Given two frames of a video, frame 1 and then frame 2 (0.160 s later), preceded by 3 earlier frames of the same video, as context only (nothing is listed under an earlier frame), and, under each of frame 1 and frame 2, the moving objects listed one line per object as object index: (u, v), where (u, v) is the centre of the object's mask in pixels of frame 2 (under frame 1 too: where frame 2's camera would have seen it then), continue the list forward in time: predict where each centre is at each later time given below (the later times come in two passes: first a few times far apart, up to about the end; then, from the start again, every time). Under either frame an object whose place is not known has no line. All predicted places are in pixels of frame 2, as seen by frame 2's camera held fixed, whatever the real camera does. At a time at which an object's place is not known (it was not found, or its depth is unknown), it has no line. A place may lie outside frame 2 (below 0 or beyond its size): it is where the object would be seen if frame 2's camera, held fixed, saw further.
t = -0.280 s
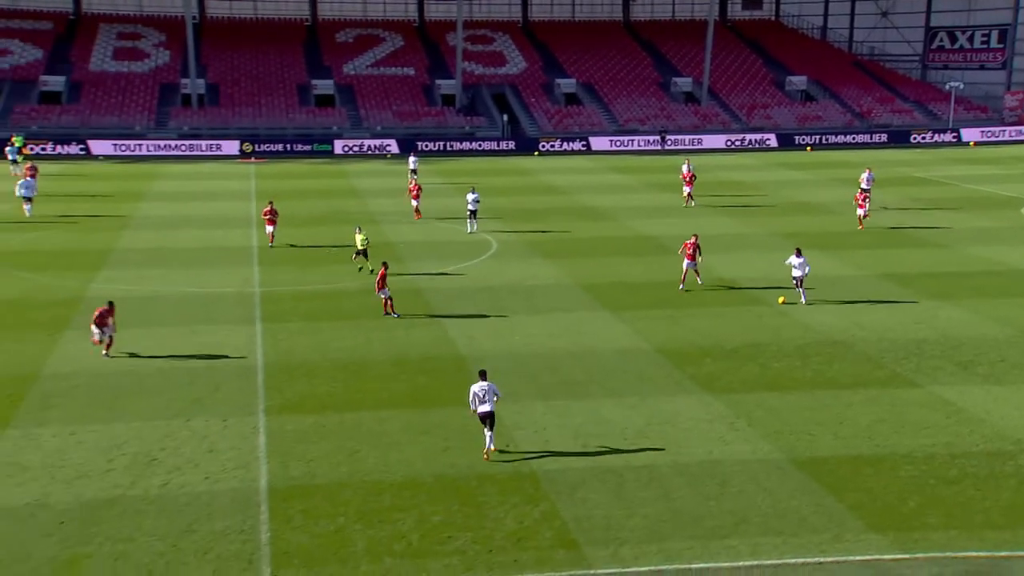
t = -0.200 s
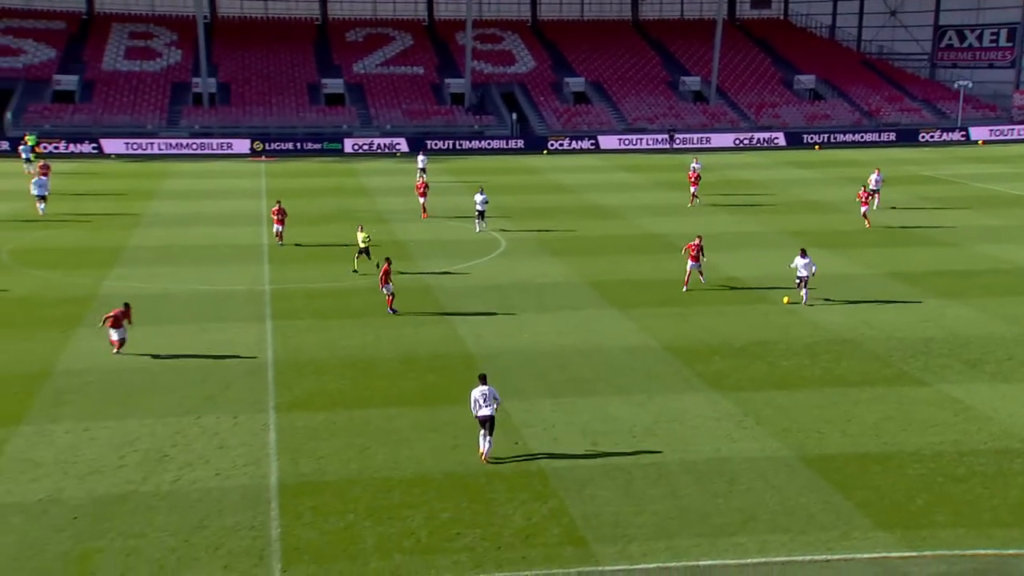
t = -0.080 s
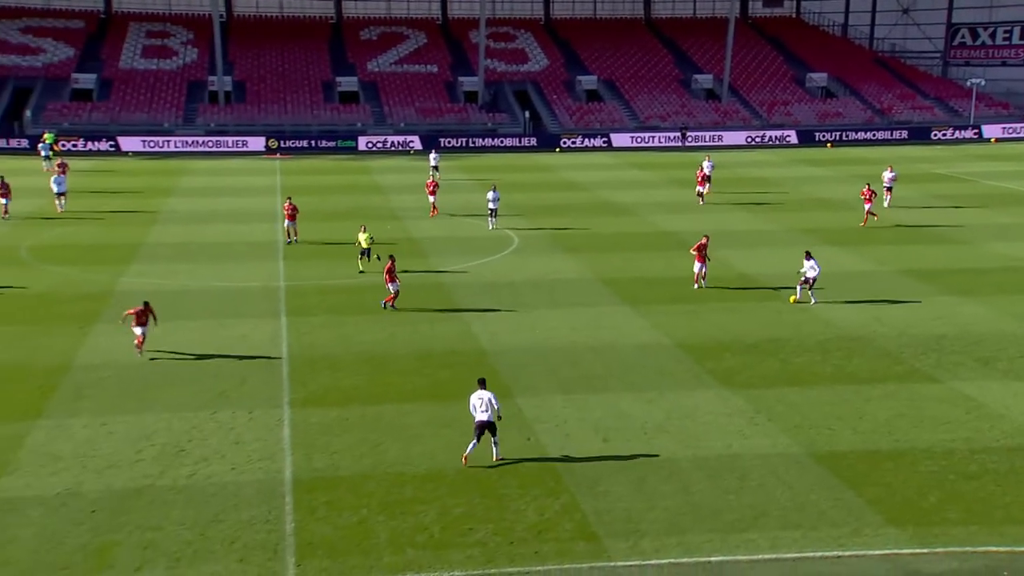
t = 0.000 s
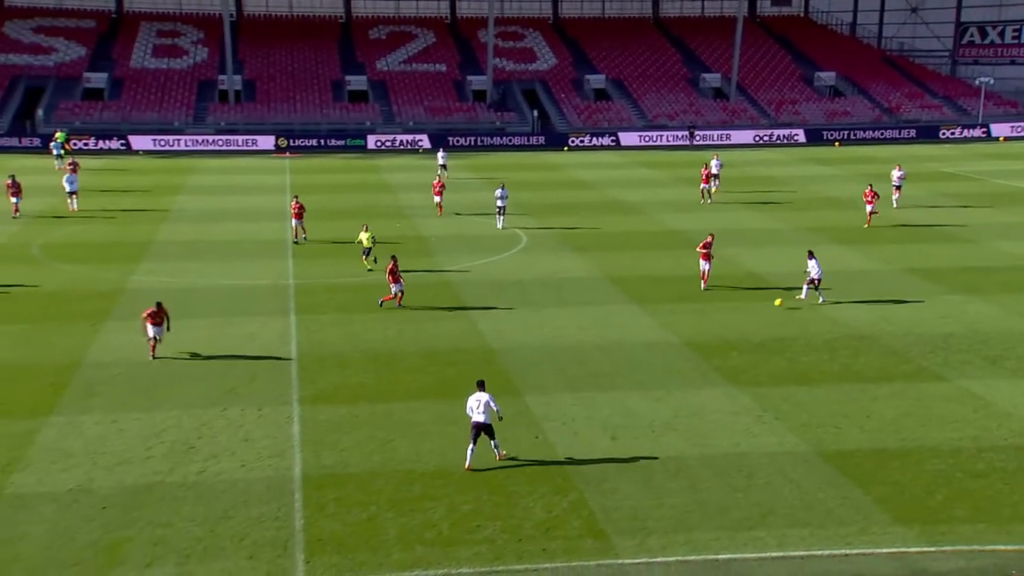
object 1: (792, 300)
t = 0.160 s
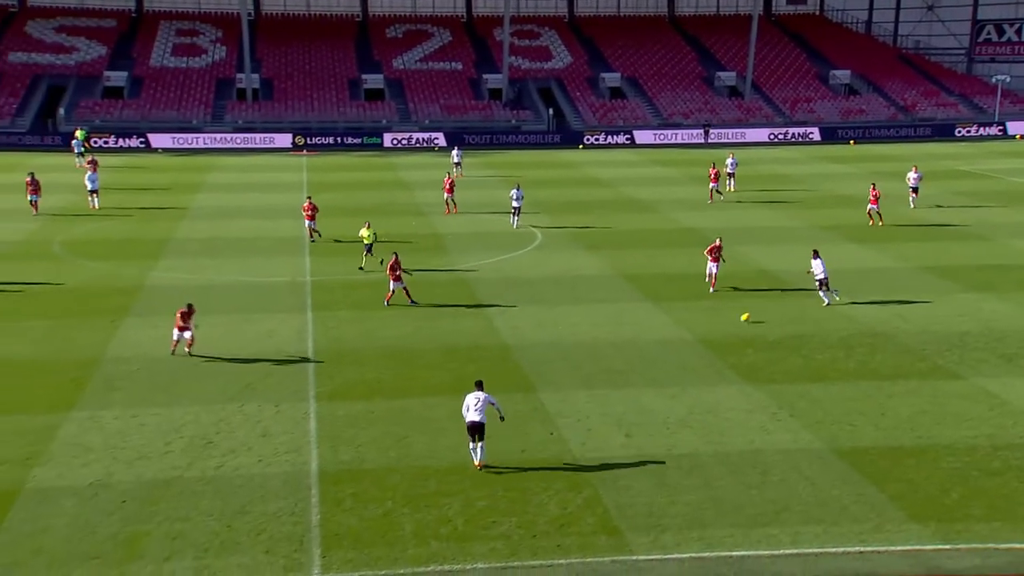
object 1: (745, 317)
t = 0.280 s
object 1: (708, 327)
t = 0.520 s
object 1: (633, 353)
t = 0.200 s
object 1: (731, 323)
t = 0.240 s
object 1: (720, 325)
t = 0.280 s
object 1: (708, 327)
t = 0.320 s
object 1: (696, 330)
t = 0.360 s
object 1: (684, 334)
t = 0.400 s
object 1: (671, 339)
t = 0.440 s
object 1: (658, 344)
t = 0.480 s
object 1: (645, 350)
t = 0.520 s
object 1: (633, 353)
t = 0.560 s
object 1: (621, 355)
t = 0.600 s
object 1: (608, 359)
